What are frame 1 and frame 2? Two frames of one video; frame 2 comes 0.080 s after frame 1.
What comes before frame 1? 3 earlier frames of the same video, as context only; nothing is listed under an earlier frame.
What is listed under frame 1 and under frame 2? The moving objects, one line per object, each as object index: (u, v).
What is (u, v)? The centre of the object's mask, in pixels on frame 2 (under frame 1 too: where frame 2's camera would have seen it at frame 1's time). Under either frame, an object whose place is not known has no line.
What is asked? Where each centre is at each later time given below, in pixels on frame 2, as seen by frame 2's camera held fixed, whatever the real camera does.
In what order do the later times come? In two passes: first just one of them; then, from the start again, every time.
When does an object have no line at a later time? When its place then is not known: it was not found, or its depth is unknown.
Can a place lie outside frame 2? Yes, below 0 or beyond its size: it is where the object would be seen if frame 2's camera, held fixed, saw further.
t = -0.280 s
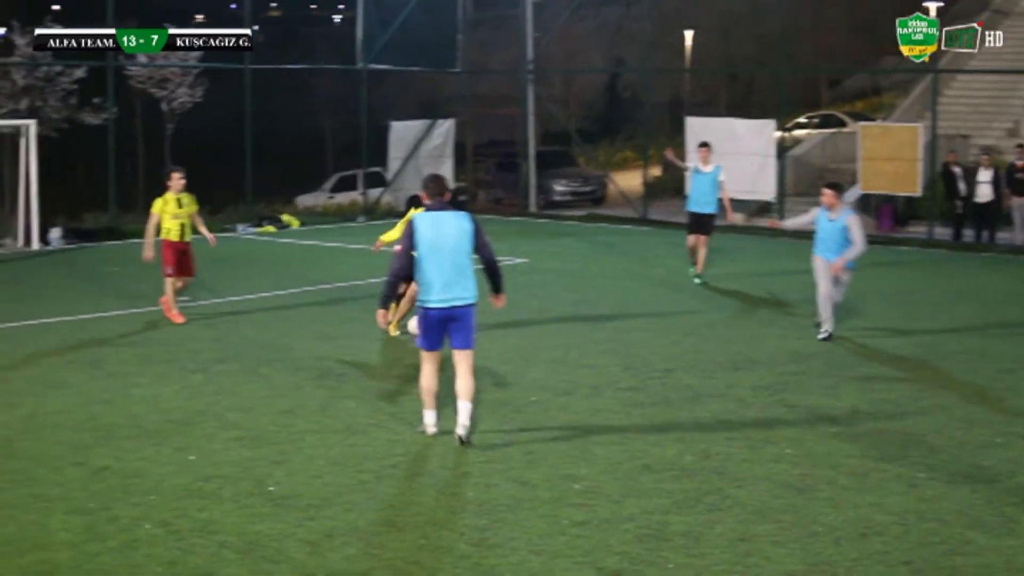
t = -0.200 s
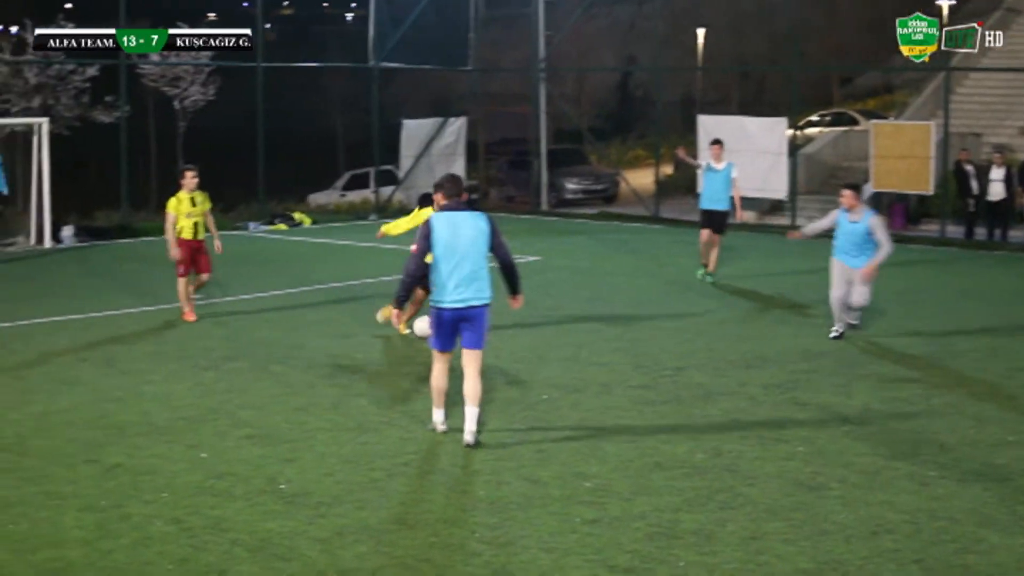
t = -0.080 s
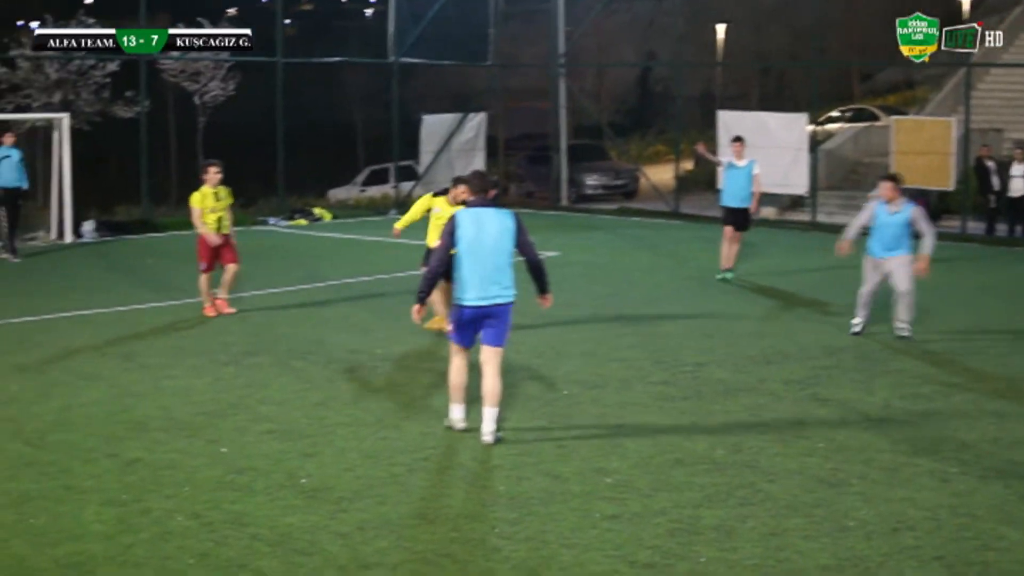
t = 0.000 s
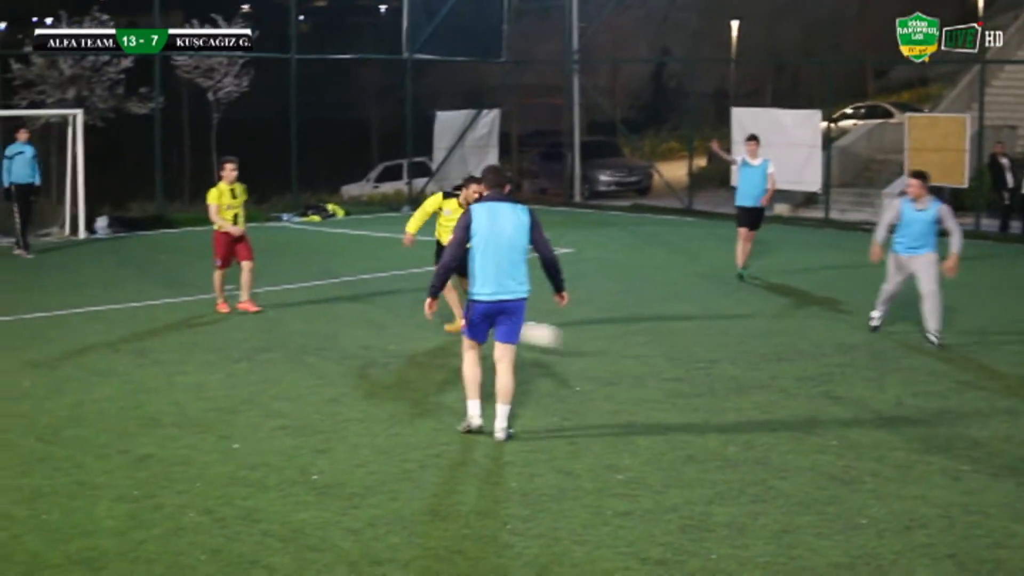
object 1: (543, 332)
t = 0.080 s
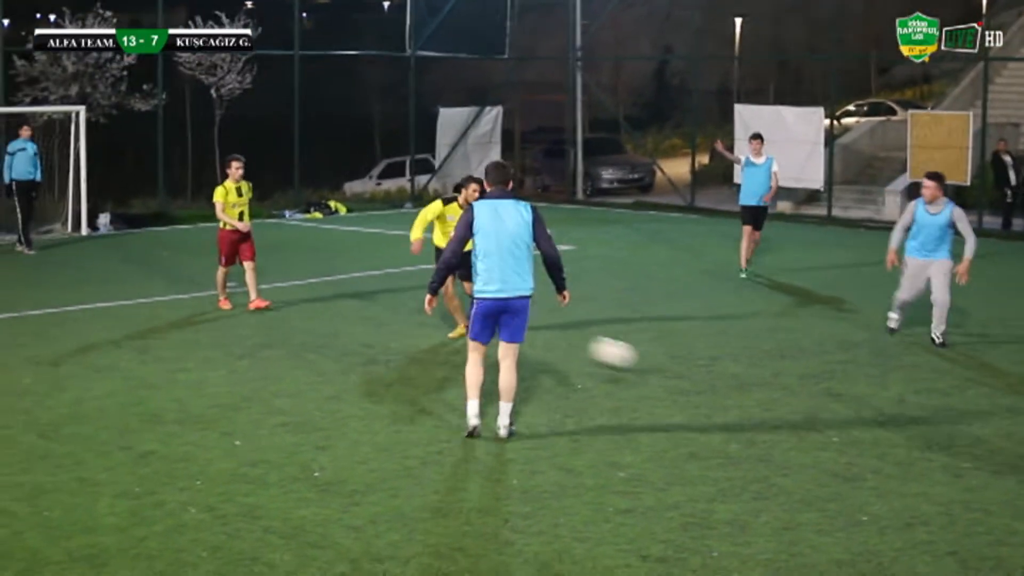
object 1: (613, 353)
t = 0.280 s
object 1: (825, 413)
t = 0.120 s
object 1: (653, 366)
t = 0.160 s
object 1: (693, 380)
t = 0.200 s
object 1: (734, 389)
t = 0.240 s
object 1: (777, 399)
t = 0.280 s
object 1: (825, 413)
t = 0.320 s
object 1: (874, 430)
